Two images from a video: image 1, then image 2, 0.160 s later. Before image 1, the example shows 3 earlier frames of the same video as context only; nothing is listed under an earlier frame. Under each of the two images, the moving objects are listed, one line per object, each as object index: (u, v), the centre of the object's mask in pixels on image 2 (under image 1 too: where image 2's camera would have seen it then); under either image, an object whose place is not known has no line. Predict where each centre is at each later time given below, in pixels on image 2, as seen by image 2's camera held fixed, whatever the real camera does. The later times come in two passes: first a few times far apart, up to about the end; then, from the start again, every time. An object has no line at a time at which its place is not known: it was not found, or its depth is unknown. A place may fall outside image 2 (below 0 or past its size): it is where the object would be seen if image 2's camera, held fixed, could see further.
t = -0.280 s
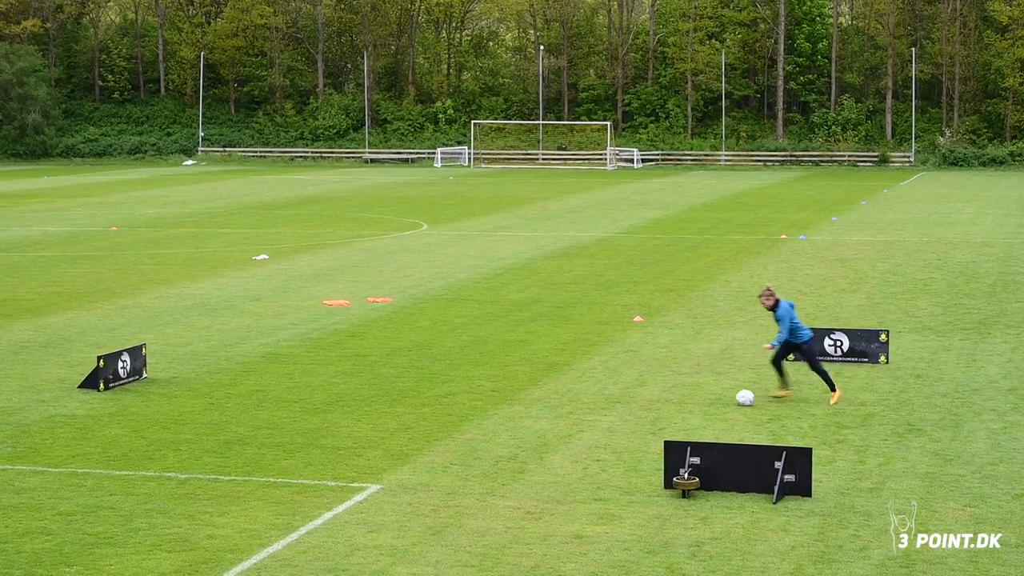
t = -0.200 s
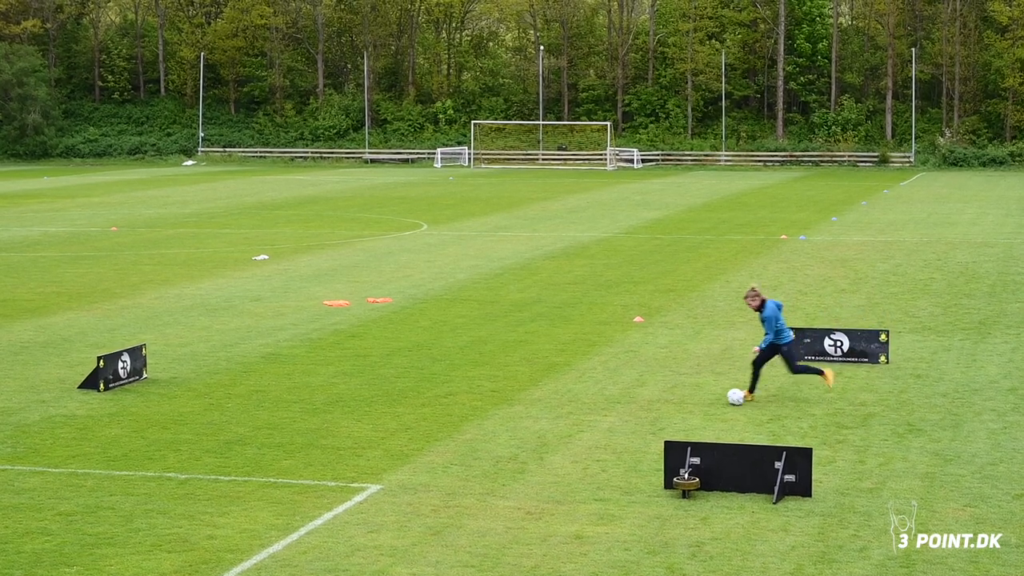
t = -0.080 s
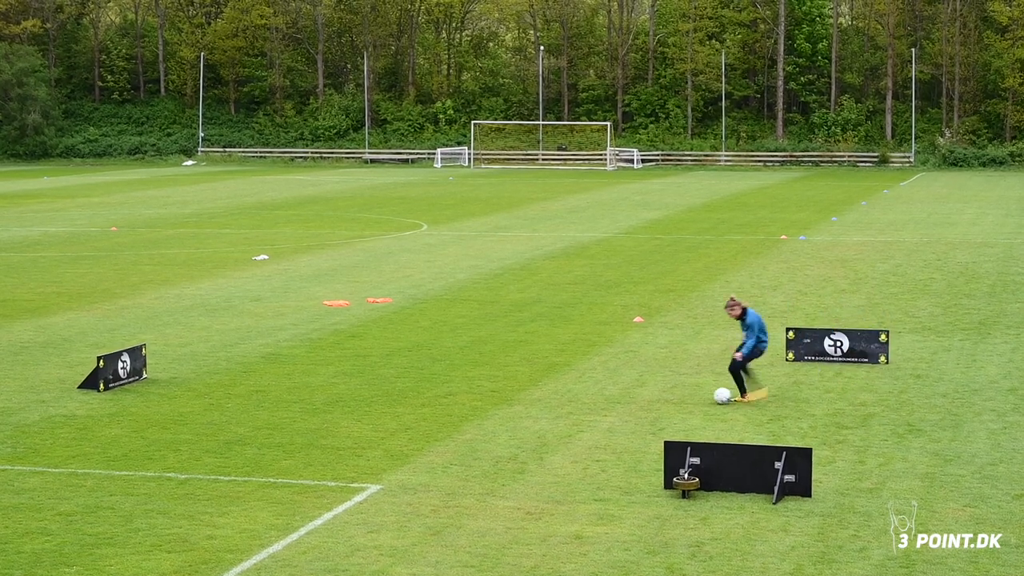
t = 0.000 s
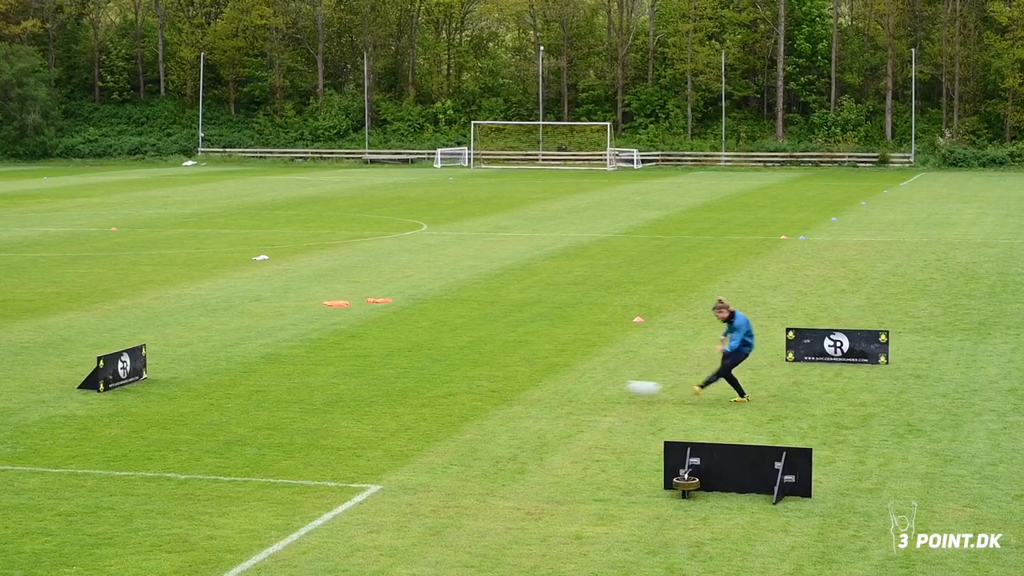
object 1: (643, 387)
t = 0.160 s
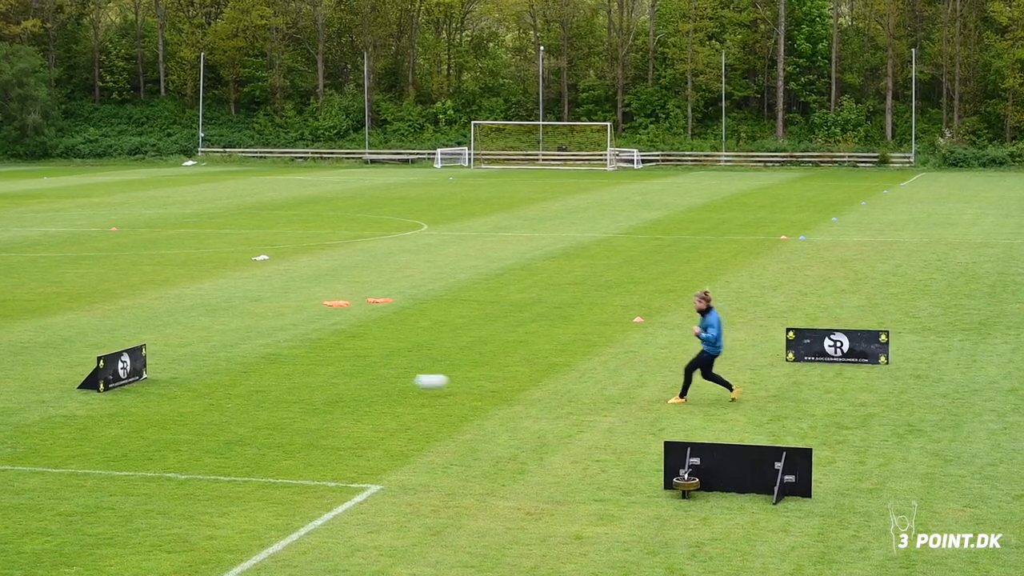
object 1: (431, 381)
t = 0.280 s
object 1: (289, 380)
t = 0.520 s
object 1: (201, 374)
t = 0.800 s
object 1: (387, 388)
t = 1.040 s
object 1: (528, 393)
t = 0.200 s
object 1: (381, 381)
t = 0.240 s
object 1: (332, 383)
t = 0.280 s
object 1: (289, 380)
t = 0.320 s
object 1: (246, 374)
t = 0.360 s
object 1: (206, 371)
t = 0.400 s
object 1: (167, 369)
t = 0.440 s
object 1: (143, 369)
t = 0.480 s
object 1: (172, 371)
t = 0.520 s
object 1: (201, 374)
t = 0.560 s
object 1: (230, 378)
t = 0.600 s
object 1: (259, 381)
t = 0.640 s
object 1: (284, 381)
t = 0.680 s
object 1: (310, 381)
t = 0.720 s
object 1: (336, 382)
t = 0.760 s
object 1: (362, 385)
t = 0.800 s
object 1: (387, 388)
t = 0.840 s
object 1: (412, 388)
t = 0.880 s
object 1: (436, 388)
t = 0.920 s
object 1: (460, 390)
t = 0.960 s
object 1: (484, 392)
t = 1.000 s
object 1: (506, 392)
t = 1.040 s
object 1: (528, 393)
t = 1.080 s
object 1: (550, 393)
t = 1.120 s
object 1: (572, 395)
